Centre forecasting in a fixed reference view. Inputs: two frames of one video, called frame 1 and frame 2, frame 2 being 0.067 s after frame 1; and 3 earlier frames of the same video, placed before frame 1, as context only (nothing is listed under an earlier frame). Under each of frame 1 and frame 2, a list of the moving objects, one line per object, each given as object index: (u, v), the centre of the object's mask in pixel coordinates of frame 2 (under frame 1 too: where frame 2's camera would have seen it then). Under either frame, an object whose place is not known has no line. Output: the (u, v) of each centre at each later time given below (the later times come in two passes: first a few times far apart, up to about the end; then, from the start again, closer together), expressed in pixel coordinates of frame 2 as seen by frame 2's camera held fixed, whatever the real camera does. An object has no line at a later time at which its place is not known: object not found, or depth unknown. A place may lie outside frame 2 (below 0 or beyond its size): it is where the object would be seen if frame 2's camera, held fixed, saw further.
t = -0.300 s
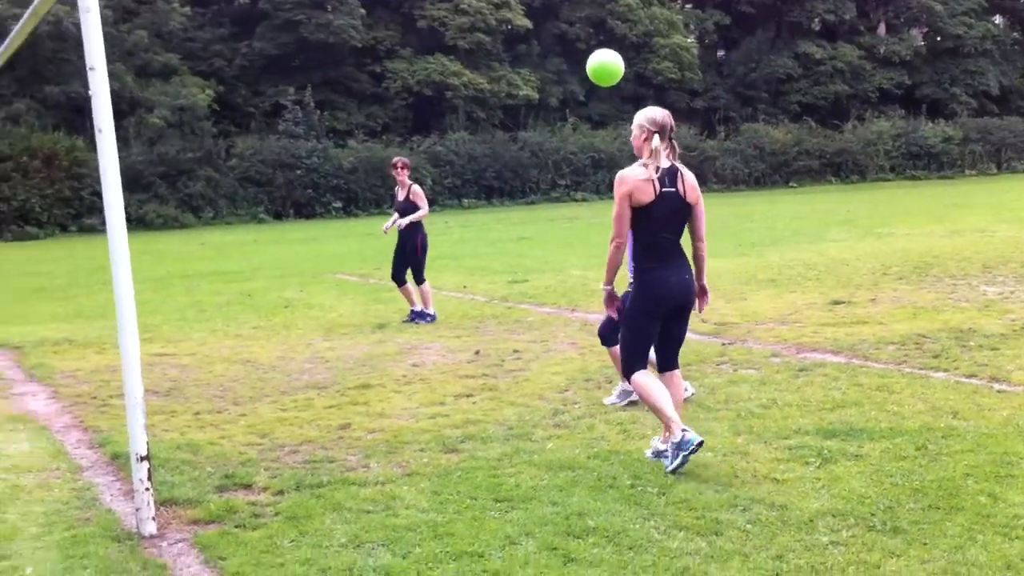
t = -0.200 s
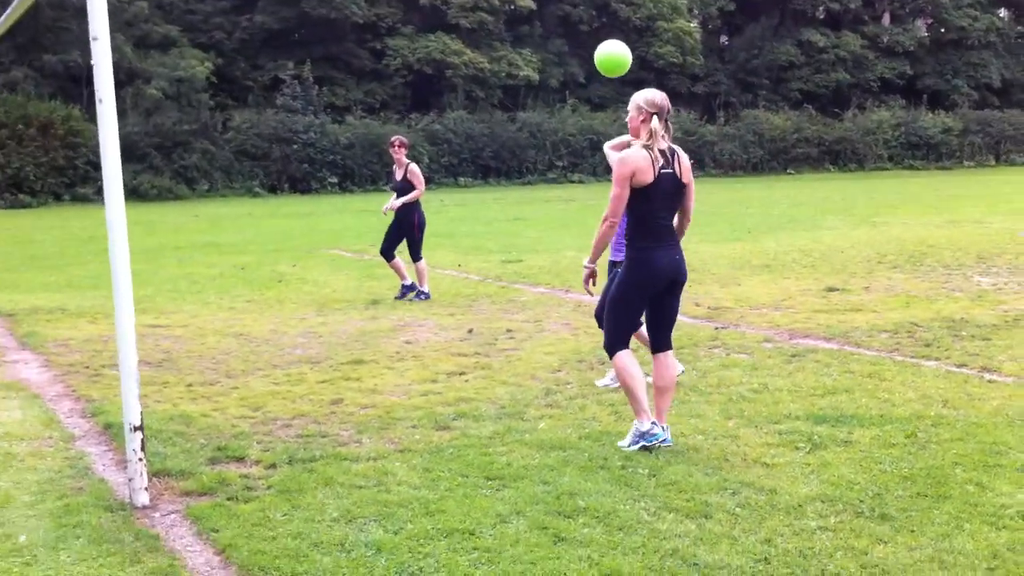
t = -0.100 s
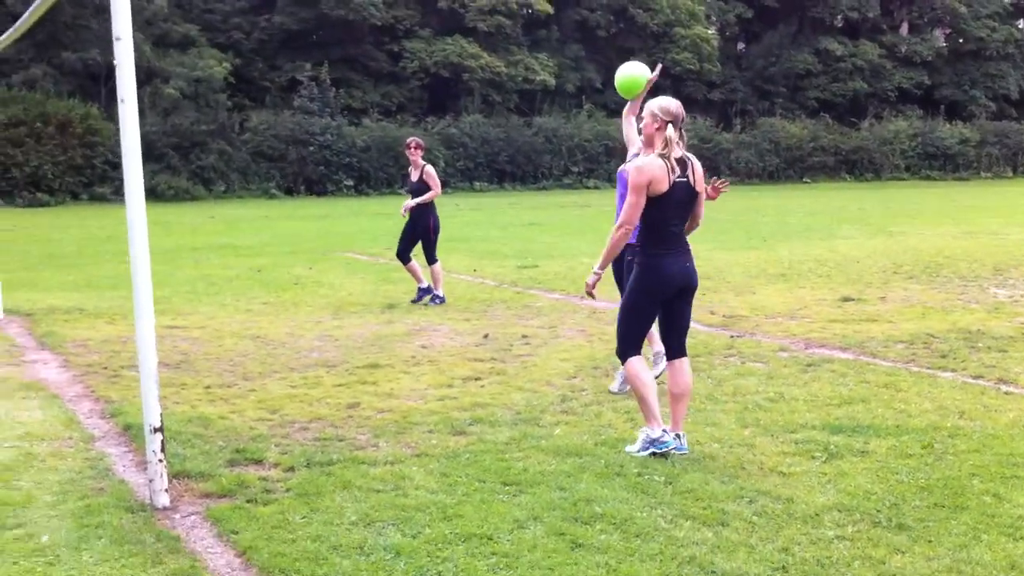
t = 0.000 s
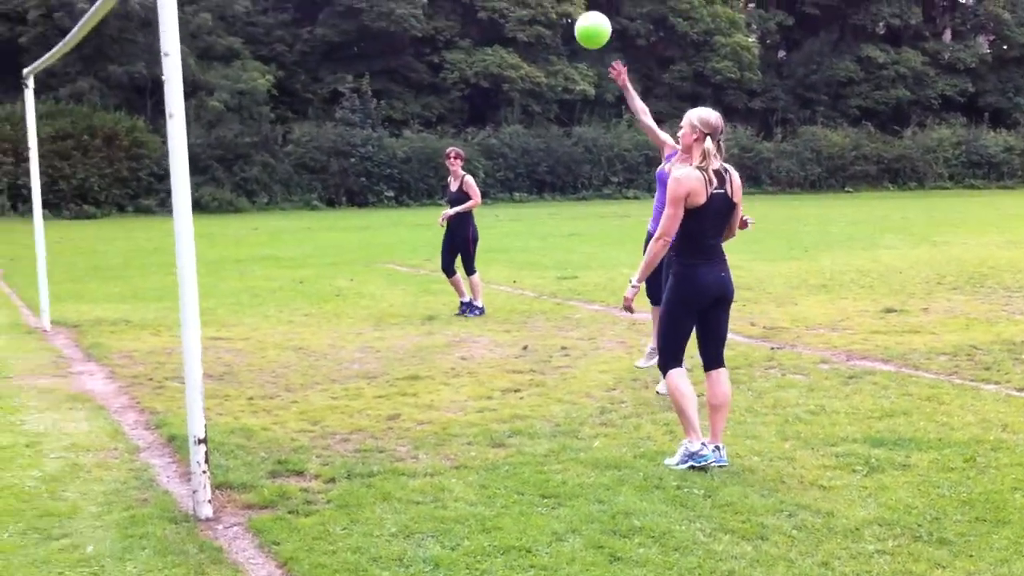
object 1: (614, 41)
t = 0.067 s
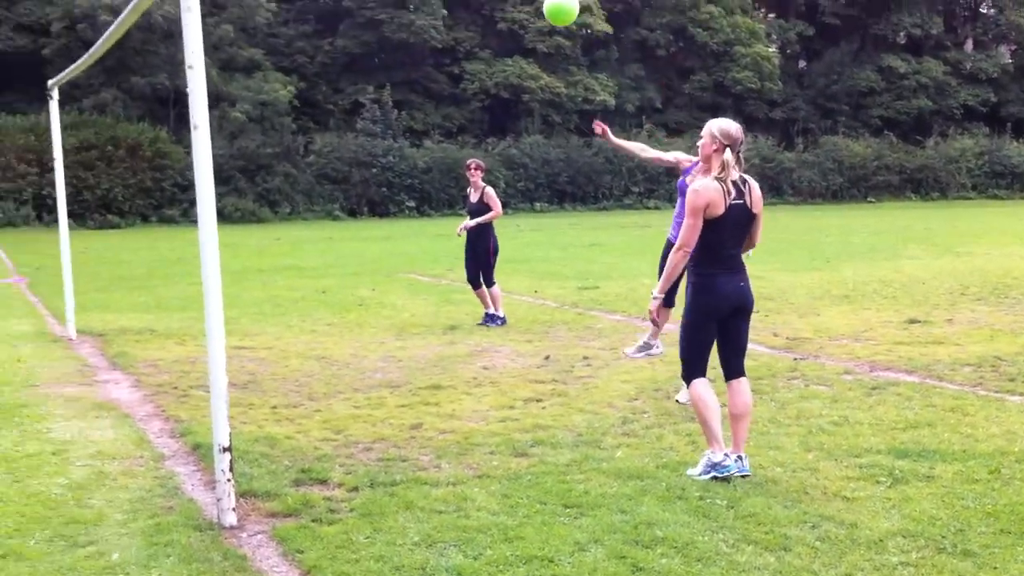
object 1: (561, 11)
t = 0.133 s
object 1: (513, -8)
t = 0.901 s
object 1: (117, 124)
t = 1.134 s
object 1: (48, 314)
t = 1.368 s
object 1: (17, 283)
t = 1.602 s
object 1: (3, 202)
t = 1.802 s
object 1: (-3, 187)
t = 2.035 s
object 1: (-8, 236)
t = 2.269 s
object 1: (-6, 344)
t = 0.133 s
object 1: (513, -8)
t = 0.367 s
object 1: (364, -50)
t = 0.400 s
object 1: (340, -54)
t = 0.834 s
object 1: (144, 82)
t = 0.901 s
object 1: (117, 124)
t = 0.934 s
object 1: (107, 147)
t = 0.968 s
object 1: (96, 173)
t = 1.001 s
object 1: (86, 201)
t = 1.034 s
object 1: (78, 227)
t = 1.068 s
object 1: (66, 255)
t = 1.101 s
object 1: (56, 284)
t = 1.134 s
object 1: (48, 314)
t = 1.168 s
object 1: (39, 342)
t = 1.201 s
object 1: (30, 373)
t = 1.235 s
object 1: (26, 364)
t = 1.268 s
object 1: (25, 341)
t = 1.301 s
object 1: (22, 321)
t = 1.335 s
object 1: (20, 300)
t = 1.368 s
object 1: (17, 283)
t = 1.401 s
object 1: (15, 267)
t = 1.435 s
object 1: (13, 253)
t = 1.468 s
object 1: (11, 240)
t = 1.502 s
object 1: (7, 228)
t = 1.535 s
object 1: (6, 217)
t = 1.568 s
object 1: (4, 209)
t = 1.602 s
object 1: (3, 202)
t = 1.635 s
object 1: (1, 196)
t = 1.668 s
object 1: (1, 191)
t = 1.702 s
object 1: (0, 188)
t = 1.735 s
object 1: (-1, 186)
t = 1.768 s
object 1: (-2, 186)
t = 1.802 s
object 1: (-3, 187)
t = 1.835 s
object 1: (-4, 190)
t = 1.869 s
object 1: (-4, 194)
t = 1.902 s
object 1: (-5, 200)
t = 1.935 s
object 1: (-5, 206)
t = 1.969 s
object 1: (-6, 215)
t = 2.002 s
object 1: (-7, 225)
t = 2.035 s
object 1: (-8, 236)
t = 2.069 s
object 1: (-7, 248)
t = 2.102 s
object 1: (-8, 261)
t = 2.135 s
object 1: (-8, 276)
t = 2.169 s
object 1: (-8, 291)
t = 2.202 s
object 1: (-8, 308)
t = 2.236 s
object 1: (-7, 326)
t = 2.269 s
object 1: (-6, 344)
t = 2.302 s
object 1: (-7, 356)
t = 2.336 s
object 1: (-7, 343)
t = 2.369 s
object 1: (-7, 329)
